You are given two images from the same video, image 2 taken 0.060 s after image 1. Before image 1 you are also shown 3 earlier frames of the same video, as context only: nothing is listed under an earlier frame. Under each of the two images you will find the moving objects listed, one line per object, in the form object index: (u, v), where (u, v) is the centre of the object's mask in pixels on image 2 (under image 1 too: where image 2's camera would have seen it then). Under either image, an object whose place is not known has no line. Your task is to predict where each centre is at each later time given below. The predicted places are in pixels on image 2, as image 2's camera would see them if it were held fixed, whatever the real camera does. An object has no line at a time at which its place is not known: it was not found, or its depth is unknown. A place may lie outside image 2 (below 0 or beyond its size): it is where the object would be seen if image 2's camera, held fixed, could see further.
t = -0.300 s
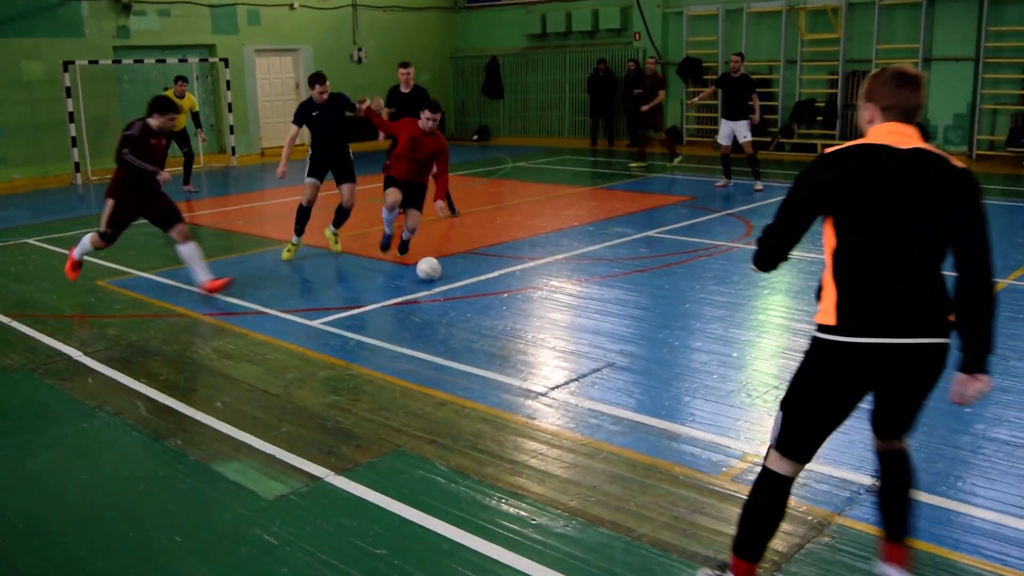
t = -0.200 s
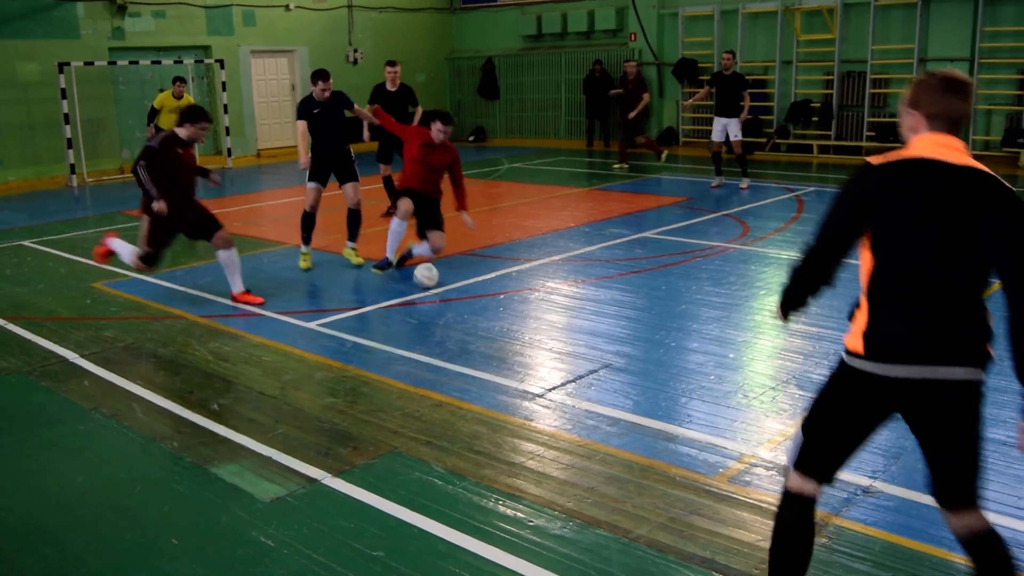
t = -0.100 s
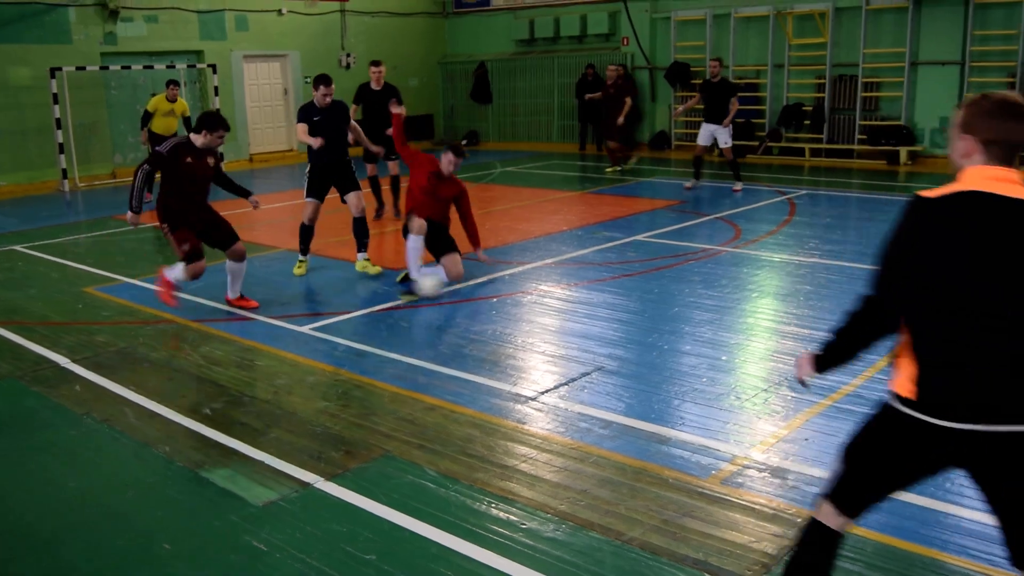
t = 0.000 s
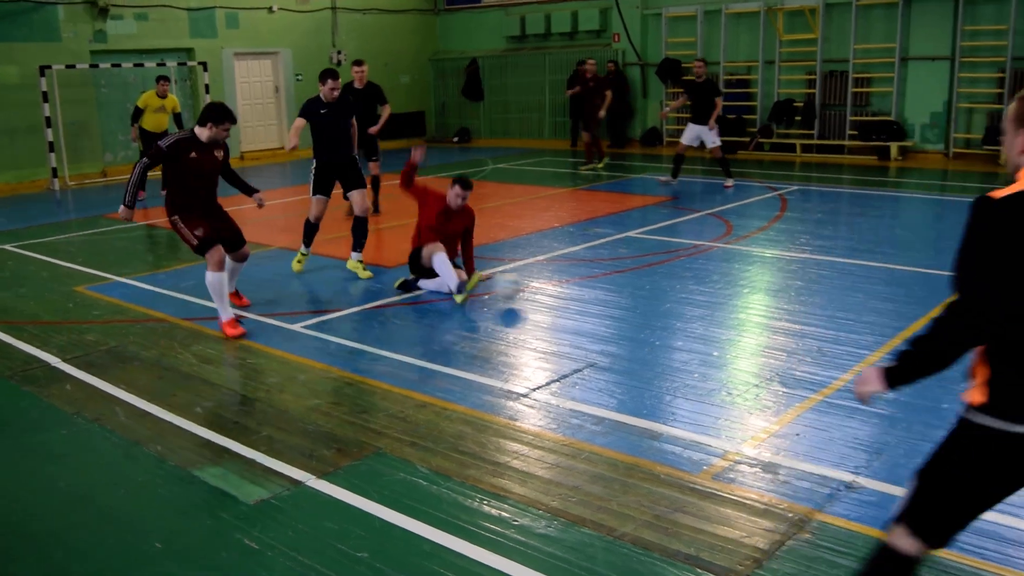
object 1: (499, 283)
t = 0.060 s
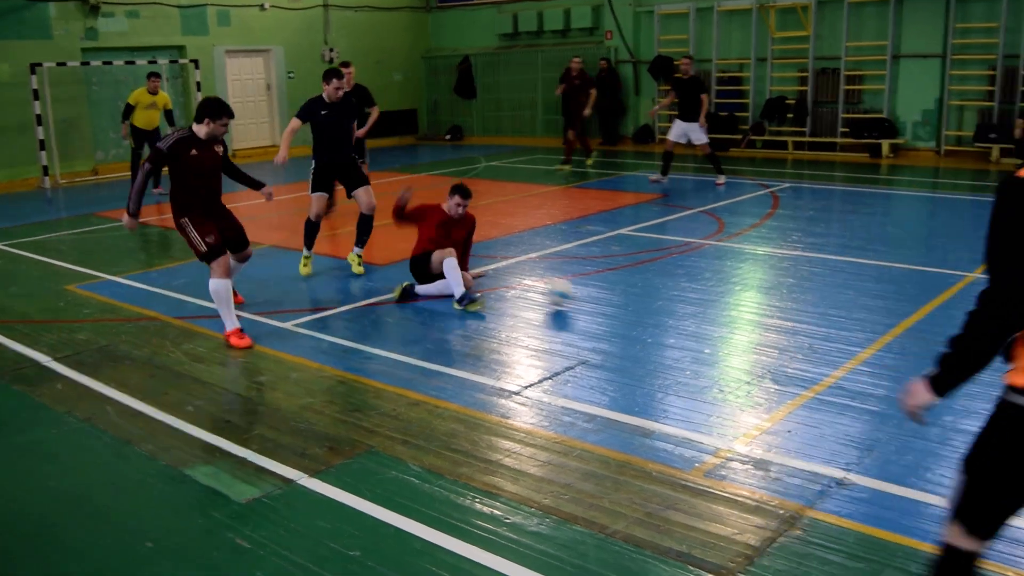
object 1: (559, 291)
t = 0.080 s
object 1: (579, 295)
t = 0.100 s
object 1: (596, 297)
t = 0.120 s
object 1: (615, 299)
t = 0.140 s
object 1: (631, 300)
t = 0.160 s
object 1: (650, 301)
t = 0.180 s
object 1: (669, 304)
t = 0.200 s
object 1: (688, 307)
